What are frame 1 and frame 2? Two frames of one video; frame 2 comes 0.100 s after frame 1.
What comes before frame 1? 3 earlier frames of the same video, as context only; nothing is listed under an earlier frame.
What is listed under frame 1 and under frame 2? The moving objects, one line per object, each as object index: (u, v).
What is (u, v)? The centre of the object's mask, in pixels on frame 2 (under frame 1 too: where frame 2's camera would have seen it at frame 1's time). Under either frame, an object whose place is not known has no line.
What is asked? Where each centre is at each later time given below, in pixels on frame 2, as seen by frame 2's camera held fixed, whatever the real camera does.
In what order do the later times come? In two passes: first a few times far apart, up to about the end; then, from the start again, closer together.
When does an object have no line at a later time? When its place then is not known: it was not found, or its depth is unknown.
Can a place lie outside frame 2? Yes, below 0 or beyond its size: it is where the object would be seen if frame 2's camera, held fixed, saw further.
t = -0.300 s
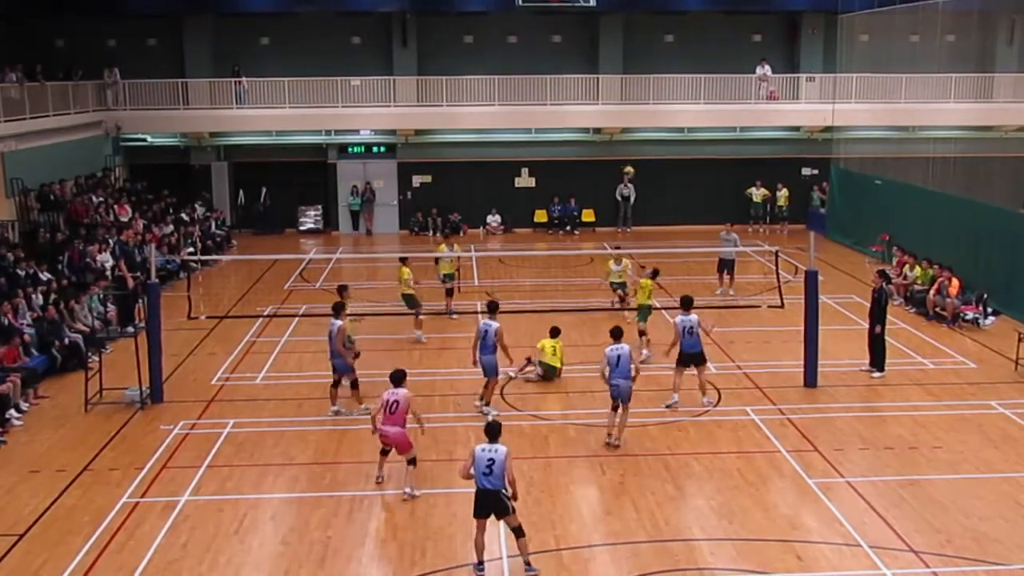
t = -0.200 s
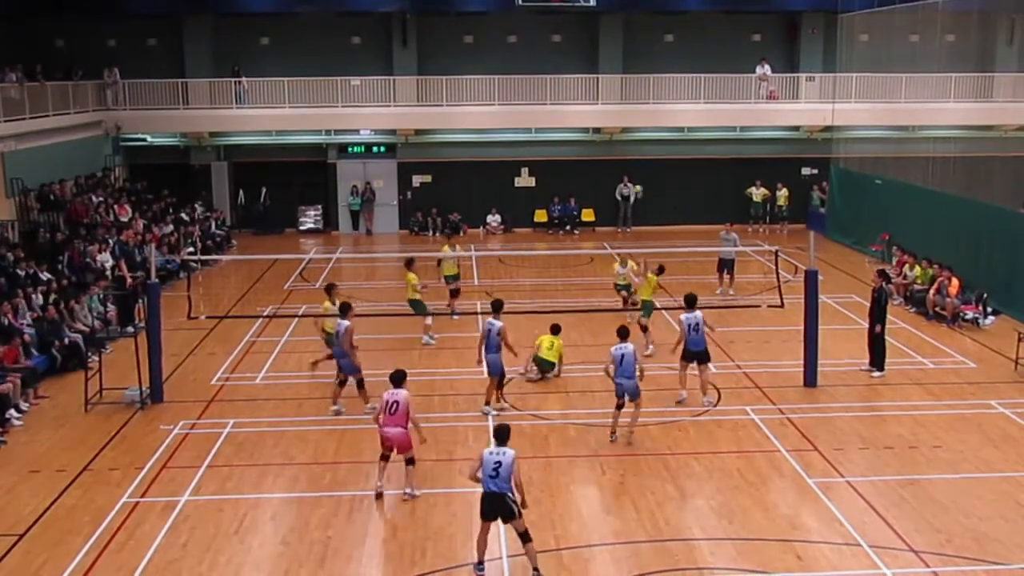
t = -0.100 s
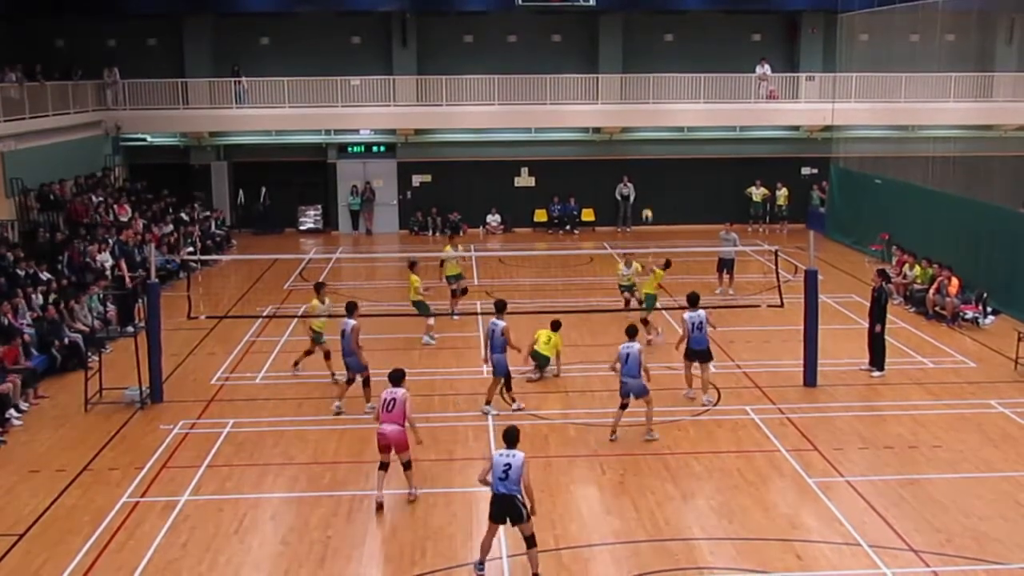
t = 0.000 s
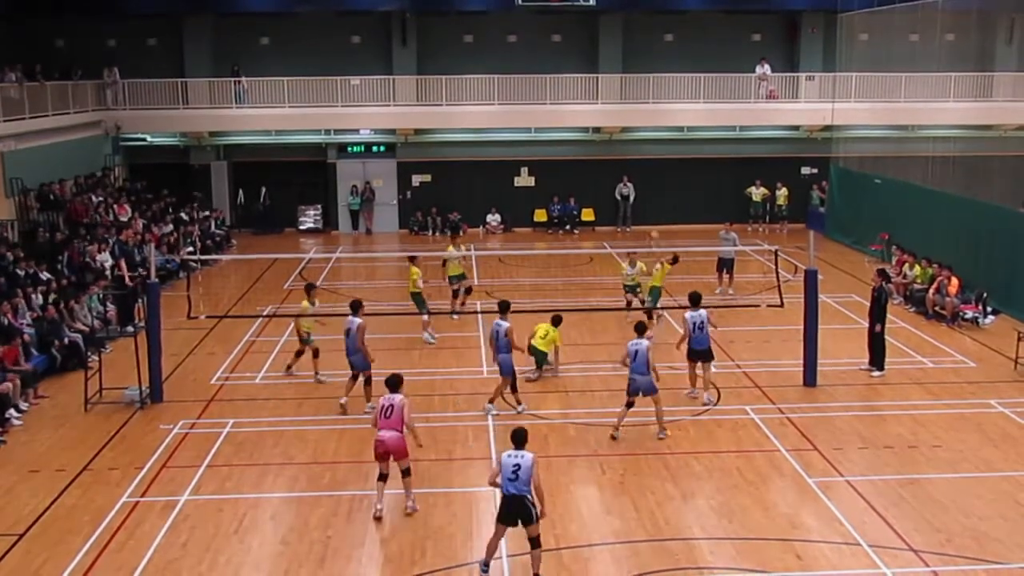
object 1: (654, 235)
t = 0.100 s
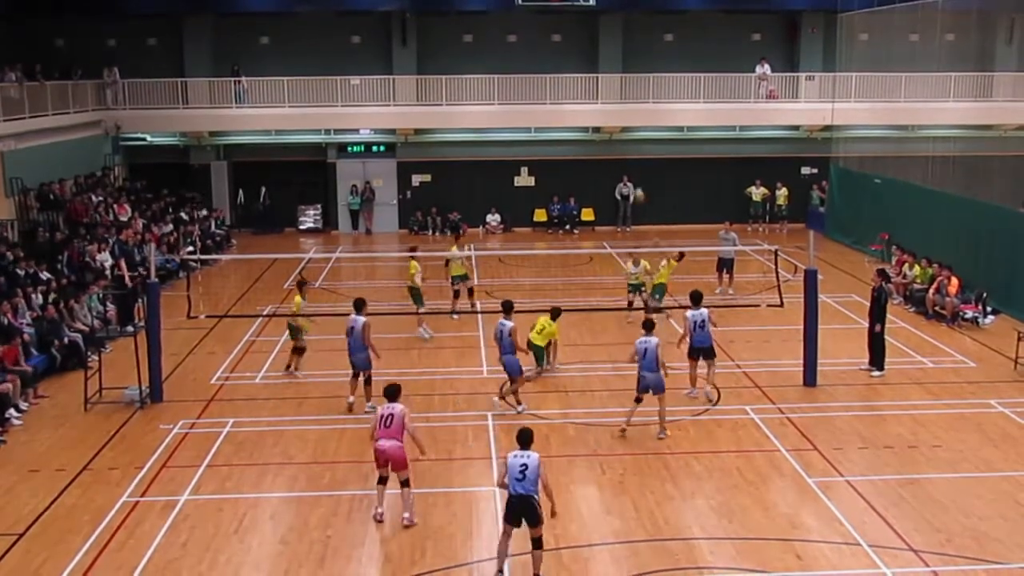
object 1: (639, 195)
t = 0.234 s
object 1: (618, 147)
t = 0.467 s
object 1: (579, 87)
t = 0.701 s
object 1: (542, 58)
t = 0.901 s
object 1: (508, 56)
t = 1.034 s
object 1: (485, 66)
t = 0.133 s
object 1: (634, 181)
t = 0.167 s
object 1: (628, 169)
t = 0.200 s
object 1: (623, 159)
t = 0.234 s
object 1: (618, 147)
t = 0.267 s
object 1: (611, 135)
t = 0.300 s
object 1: (608, 128)
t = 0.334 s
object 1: (601, 119)
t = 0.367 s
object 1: (595, 109)
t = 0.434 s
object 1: (584, 95)
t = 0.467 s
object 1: (579, 87)
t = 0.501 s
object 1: (573, 82)
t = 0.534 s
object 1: (568, 75)
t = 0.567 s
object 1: (562, 69)
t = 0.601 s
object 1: (557, 66)
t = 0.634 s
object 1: (552, 62)
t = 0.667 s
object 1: (546, 60)
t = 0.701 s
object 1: (542, 58)
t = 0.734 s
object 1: (536, 56)
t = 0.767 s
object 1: (530, 54)
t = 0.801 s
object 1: (524, 54)
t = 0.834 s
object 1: (518, 54)
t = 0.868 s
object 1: (513, 54)
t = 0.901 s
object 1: (508, 56)
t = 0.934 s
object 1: (502, 57)
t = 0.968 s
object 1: (497, 60)
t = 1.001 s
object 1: (492, 63)
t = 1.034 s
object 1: (485, 66)
